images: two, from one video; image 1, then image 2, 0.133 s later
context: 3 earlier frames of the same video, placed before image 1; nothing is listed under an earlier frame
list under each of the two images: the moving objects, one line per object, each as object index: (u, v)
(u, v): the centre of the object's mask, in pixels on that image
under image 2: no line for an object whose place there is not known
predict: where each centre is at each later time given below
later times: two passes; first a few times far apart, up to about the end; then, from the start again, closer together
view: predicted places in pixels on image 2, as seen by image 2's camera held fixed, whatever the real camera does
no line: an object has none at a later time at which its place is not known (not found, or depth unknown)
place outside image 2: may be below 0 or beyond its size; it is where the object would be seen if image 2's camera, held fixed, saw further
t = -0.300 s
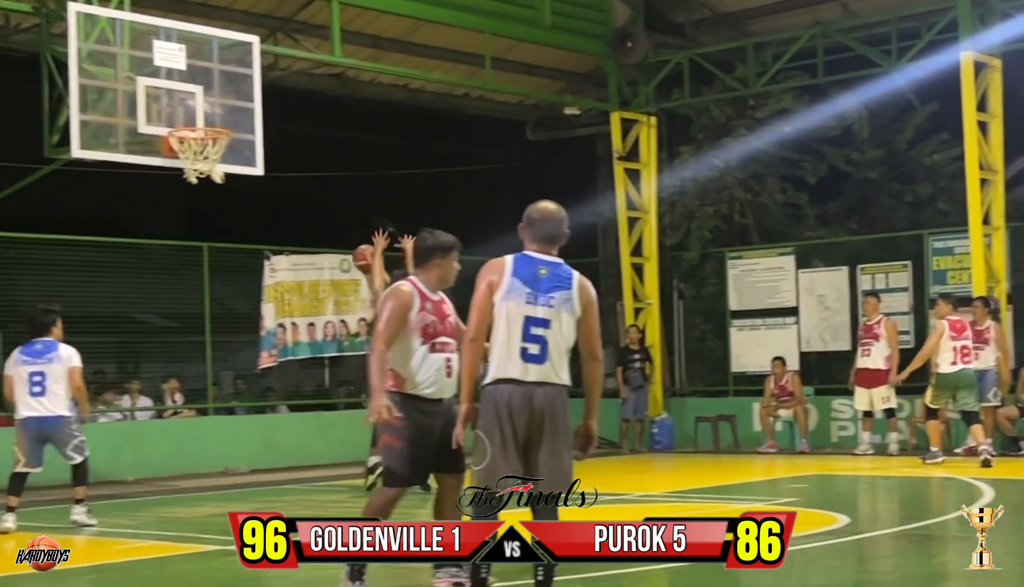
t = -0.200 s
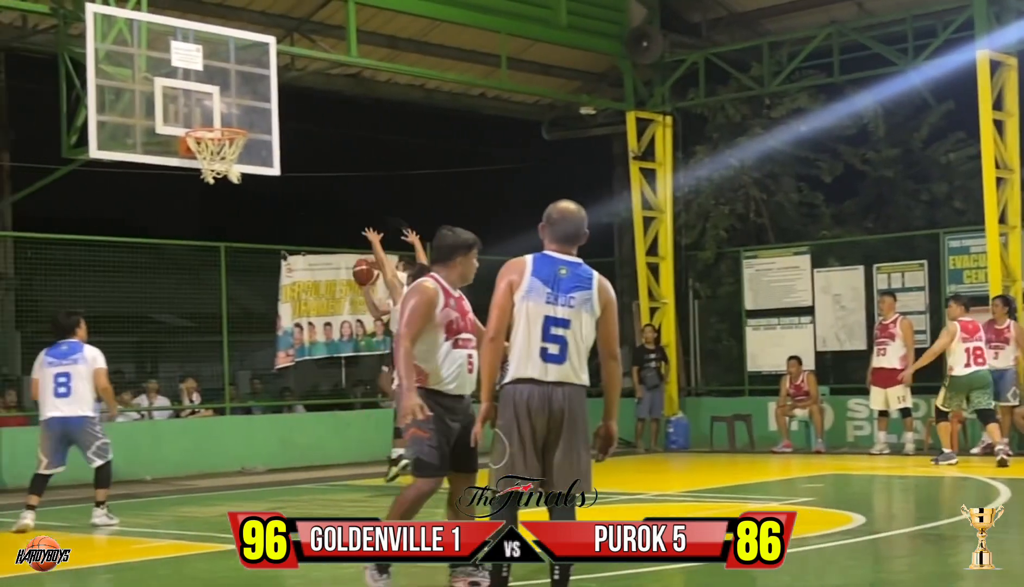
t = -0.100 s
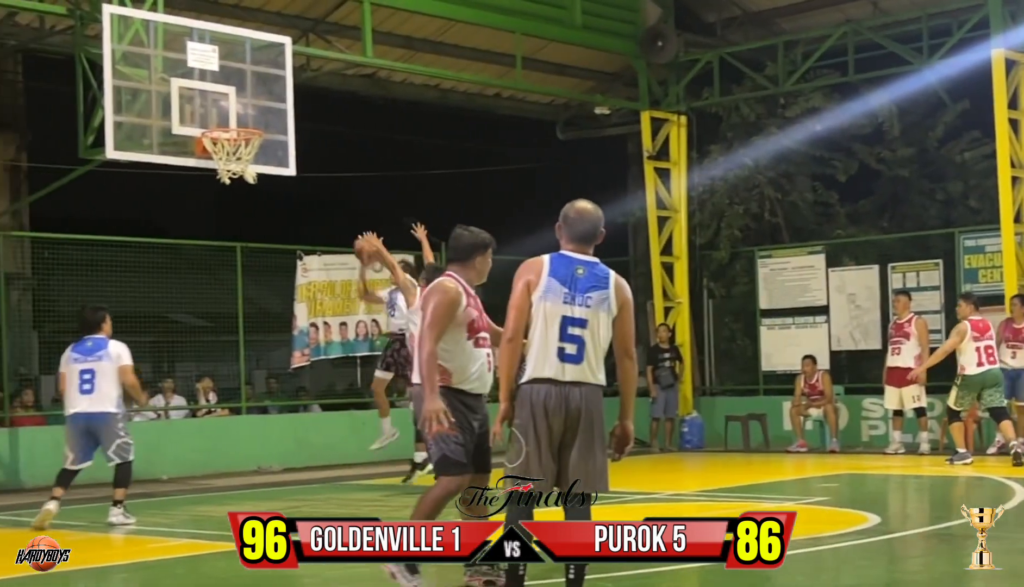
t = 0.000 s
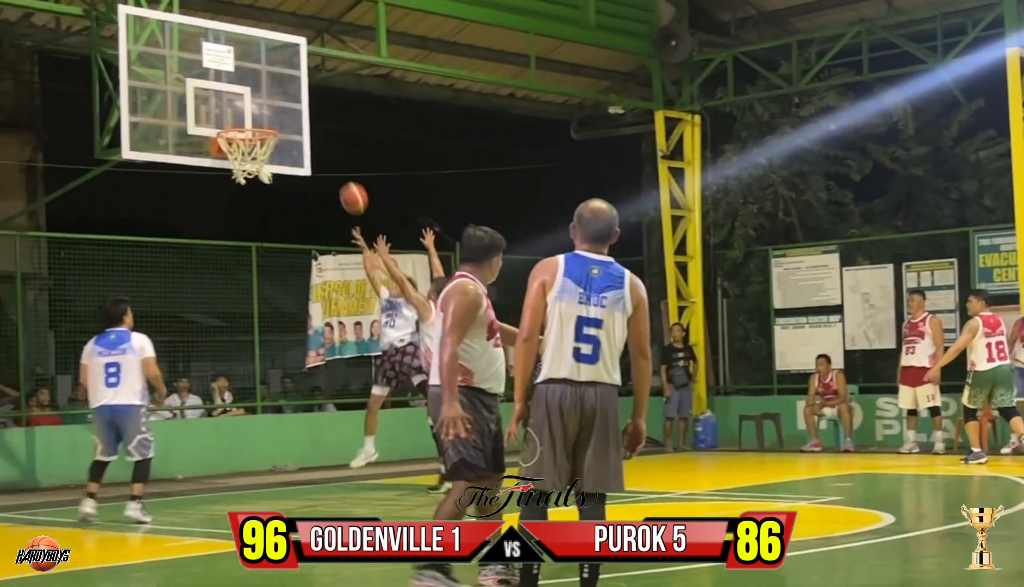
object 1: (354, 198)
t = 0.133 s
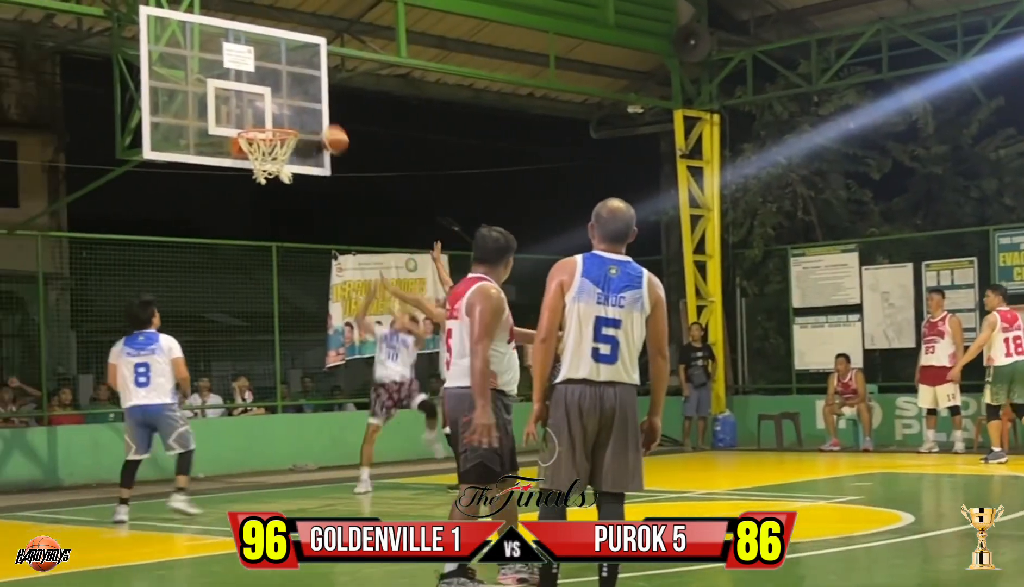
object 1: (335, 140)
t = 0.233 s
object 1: (320, 112)
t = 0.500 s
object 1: (298, 97)
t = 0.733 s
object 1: (278, 116)
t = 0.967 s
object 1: (259, 140)
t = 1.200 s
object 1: (262, 173)
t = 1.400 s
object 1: (276, 180)
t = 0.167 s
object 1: (326, 128)
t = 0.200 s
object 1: (323, 120)
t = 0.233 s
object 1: (320, 112)
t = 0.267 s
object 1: (317, 106)
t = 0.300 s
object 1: (314, 101)
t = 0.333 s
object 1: (312, 97)
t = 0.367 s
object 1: (309, 95)
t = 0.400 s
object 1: (307, 94)
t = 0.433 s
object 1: (305, 95)
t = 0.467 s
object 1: (301, 95)
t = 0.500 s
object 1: (298, 97)
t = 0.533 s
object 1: (296, 102)
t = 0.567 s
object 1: (293, 106)
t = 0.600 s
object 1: (291, 113)
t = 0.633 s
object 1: (288, 115)
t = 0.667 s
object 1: (284, 115)
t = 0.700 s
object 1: (281, 115)
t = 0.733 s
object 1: (278, 116)
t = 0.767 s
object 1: (273, 117)
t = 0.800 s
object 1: (269, 120)
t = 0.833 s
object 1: (266, 122)
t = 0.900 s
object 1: (263, 128)
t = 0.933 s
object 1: (262, 134)
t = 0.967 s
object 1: (259, 140)
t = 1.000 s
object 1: (259, 145)
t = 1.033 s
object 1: (265, 161)
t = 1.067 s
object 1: (265, 171)
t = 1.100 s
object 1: (265, 172)
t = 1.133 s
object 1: (264, 171)
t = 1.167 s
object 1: (262, 172)
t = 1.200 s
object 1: (262, 173)
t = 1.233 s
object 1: (263, 174)
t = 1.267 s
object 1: (267, 172)
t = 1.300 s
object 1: (269, 173)
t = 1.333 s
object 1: (272, 176)
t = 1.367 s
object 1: (274, 178)
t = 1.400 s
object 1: (276, 180)
